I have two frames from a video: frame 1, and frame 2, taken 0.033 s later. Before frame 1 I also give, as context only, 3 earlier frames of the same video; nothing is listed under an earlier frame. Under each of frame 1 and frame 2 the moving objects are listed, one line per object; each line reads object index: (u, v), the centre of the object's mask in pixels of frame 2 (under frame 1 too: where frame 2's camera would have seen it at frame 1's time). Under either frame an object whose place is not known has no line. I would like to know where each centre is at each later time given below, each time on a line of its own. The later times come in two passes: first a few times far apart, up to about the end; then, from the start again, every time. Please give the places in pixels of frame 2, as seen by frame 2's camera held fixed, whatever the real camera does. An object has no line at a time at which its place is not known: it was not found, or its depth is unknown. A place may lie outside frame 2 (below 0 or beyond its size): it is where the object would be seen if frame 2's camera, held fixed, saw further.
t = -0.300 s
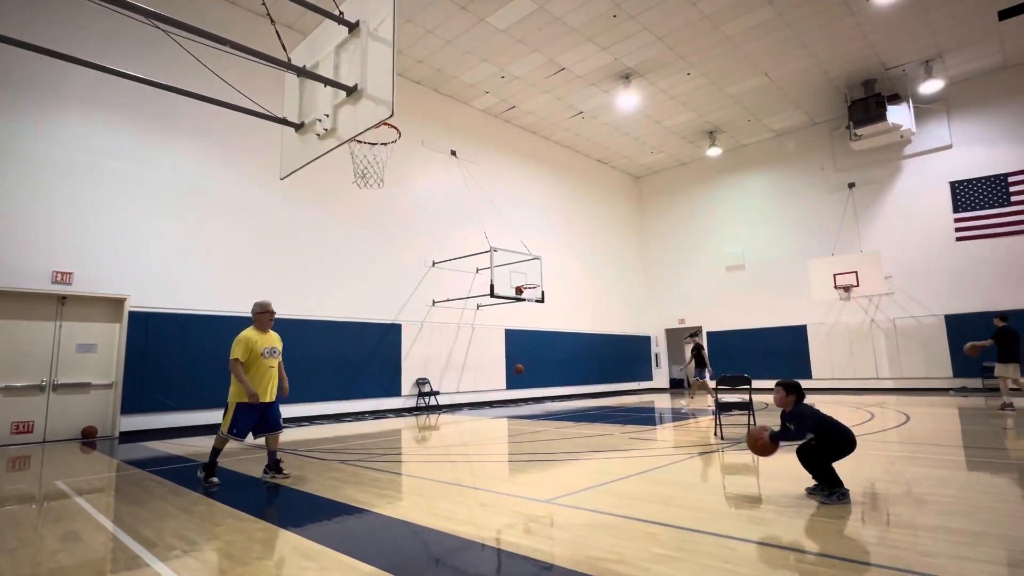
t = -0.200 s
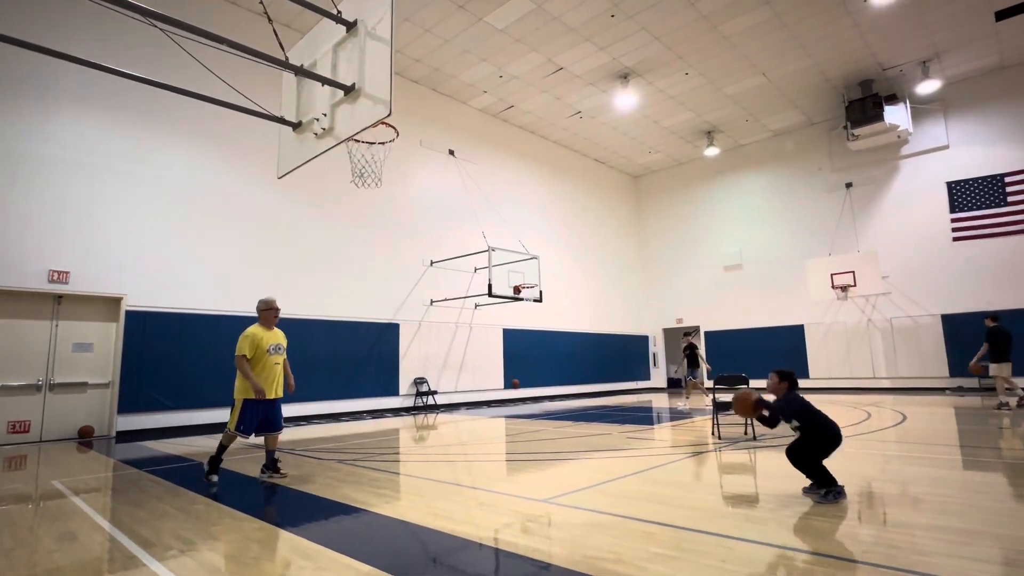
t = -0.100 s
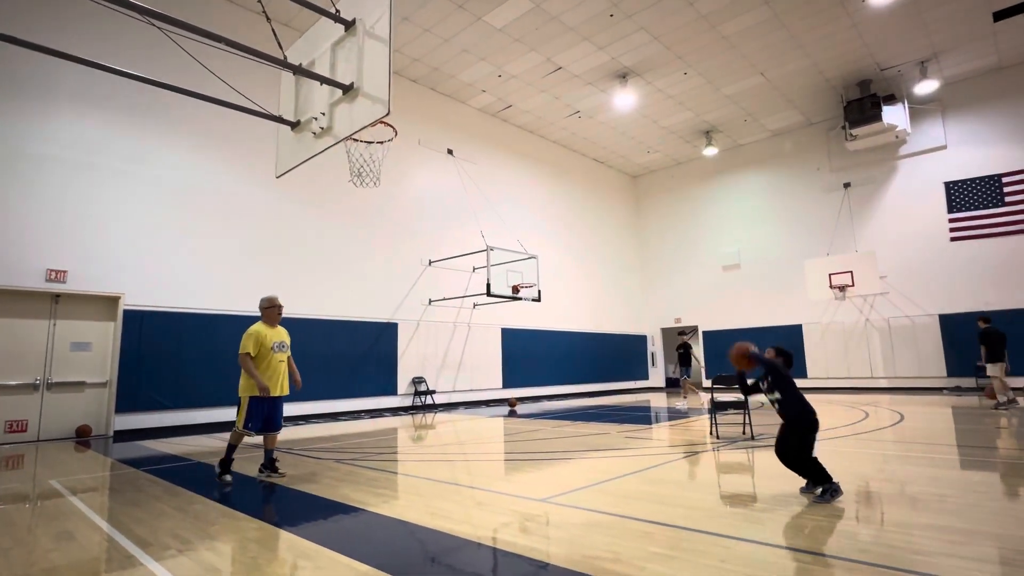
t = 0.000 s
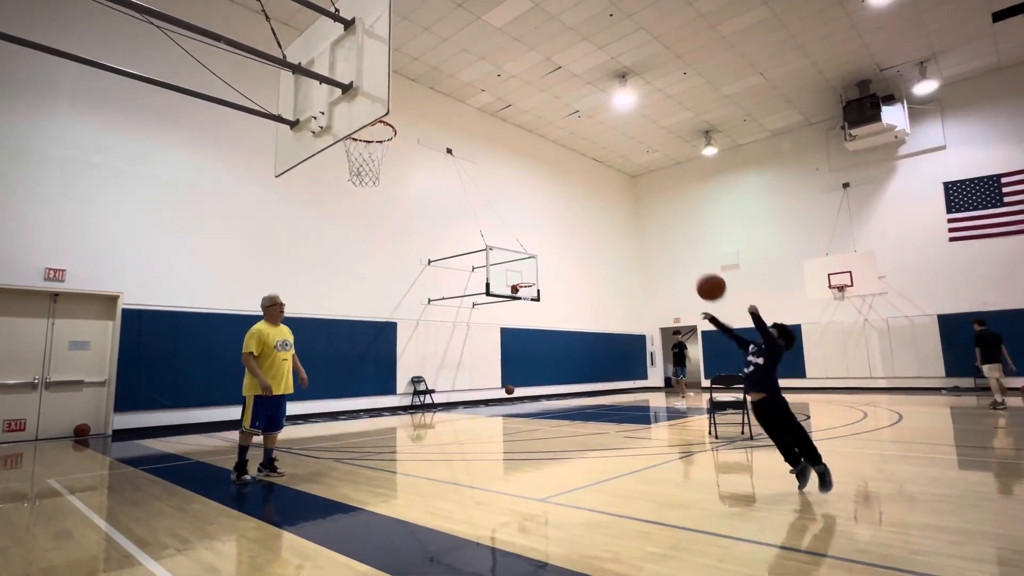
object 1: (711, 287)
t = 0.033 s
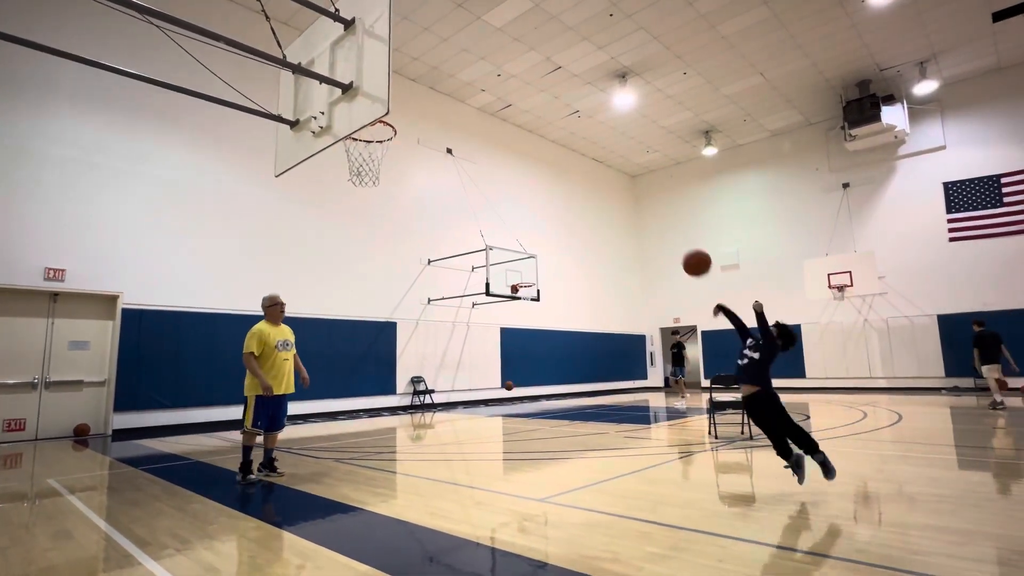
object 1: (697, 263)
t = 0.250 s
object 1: (614, 145)
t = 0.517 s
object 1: (527, 80)
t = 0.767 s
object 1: (454, 87)
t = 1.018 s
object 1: (391, 159)
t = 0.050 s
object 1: (690, 251)
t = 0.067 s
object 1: (683, 240)
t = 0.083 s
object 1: (676, 230)
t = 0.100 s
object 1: (670, 219)
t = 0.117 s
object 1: (663, 210)
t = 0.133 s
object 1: (657, 200)
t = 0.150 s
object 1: (651, 191)
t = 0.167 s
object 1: (644, 183)
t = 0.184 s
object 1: (638, 174)
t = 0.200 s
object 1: (632, 167)
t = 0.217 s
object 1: (626, 159)
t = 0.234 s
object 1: (620, 152)
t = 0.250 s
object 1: (614, 145)
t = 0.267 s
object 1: (609, 138)
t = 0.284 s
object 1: (603, 132)
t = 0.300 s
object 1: (597, 127)
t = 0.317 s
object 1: (591, 121)
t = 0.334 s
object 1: (585, 116)
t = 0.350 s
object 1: (580, 111)
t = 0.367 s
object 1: (575, 107)
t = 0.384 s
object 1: (569, 103)
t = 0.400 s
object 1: (564, 99)
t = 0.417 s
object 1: (559, 95)
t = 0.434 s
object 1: (553, 92)
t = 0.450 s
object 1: (548, 89)
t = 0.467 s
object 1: (543, 86)
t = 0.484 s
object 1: (538, 84)
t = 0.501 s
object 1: (533, 82)
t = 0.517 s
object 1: (527, 80)
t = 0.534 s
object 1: (522, 79)
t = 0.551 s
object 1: (517, 78)
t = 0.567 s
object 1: (512, 76)
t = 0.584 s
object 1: (507, 76)
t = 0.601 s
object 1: (502, 75)
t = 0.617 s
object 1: (498, 75)
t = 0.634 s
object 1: (493, 76)
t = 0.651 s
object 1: (488, 76)
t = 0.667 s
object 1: (483, 77)
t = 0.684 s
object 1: (478, 78)
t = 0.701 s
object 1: (473, 79)
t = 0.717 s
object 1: (469, 80)
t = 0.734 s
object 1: (464, 83)
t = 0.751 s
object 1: (459, 85)
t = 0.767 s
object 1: (454, 87)
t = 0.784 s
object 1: (450, 90)
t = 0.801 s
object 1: (445, 93)
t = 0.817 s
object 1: (440, 96)
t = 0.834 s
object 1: (436, 99)
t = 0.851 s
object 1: (432, 104)
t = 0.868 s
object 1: (426, 107)
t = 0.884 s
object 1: (421, 111)
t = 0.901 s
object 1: (417, 116)
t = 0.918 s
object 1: (412, 121)
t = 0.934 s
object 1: (408, 126)
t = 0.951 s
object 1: (404, 131)
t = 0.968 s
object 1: (399, 137)
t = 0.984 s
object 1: (394, 143)
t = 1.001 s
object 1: (395, 153)
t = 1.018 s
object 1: (391, 159)
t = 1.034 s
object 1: (388, 166)
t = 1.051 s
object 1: (385, 172)
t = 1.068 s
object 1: (371, 178)
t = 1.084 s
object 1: (366, 185)
